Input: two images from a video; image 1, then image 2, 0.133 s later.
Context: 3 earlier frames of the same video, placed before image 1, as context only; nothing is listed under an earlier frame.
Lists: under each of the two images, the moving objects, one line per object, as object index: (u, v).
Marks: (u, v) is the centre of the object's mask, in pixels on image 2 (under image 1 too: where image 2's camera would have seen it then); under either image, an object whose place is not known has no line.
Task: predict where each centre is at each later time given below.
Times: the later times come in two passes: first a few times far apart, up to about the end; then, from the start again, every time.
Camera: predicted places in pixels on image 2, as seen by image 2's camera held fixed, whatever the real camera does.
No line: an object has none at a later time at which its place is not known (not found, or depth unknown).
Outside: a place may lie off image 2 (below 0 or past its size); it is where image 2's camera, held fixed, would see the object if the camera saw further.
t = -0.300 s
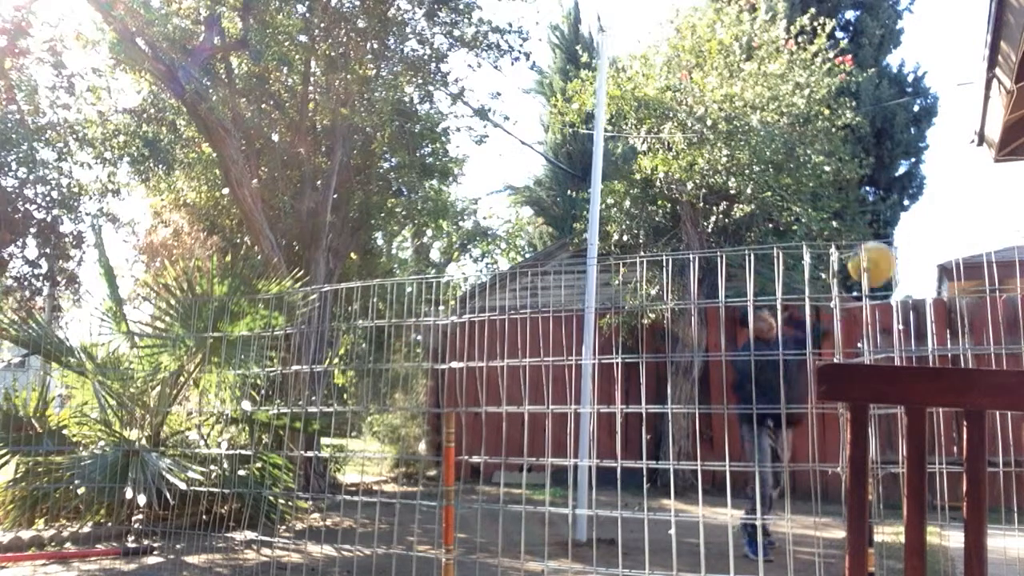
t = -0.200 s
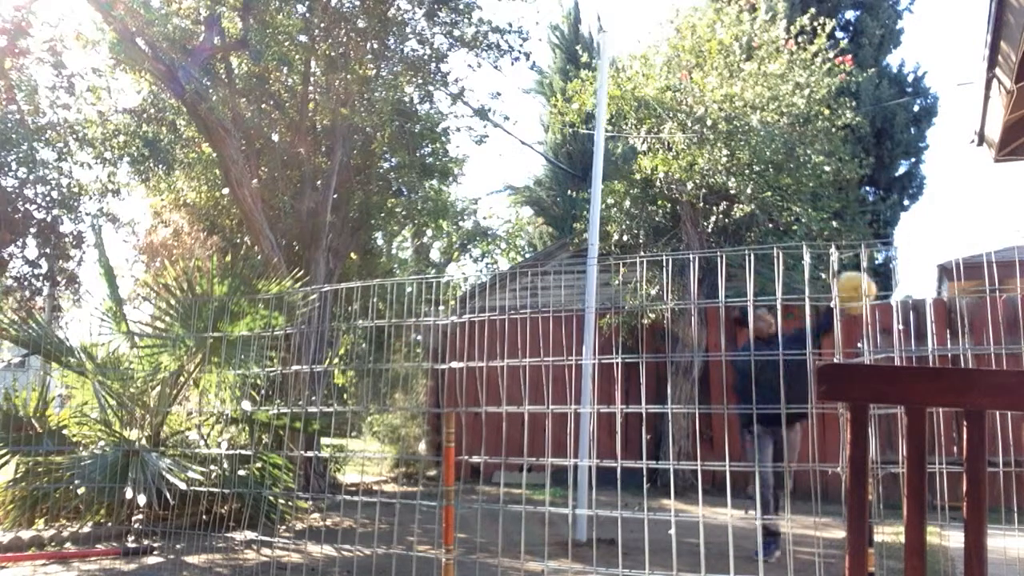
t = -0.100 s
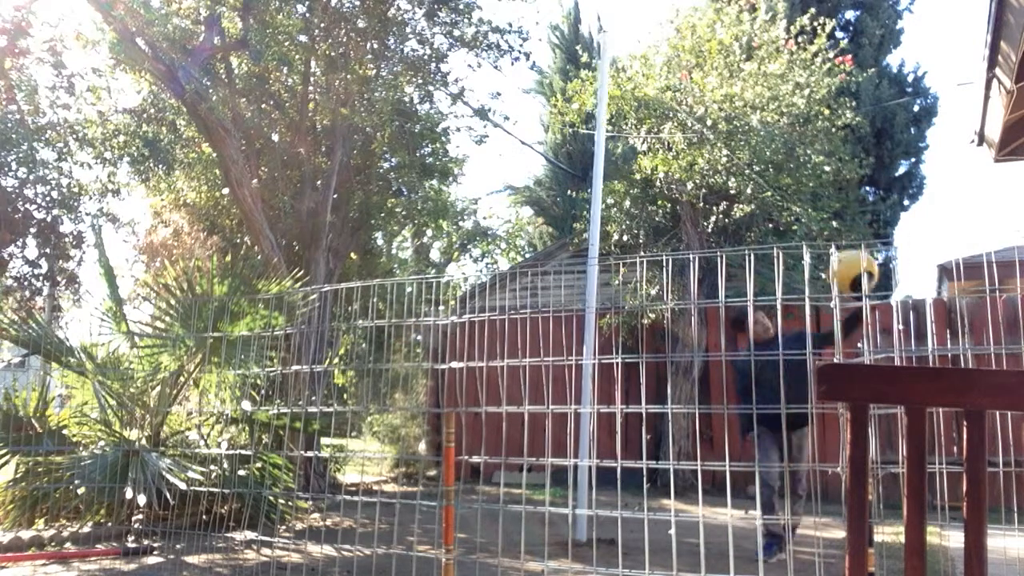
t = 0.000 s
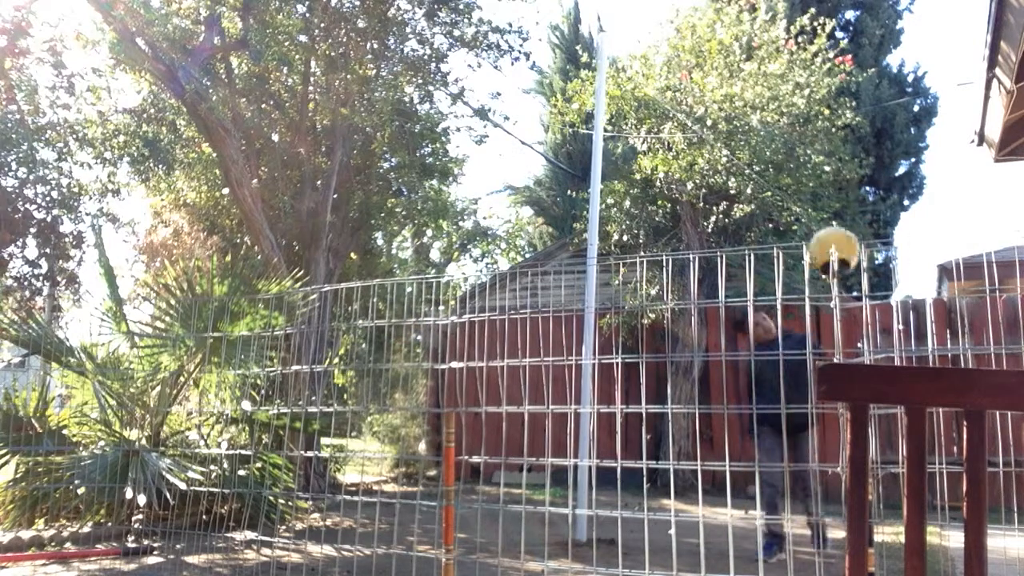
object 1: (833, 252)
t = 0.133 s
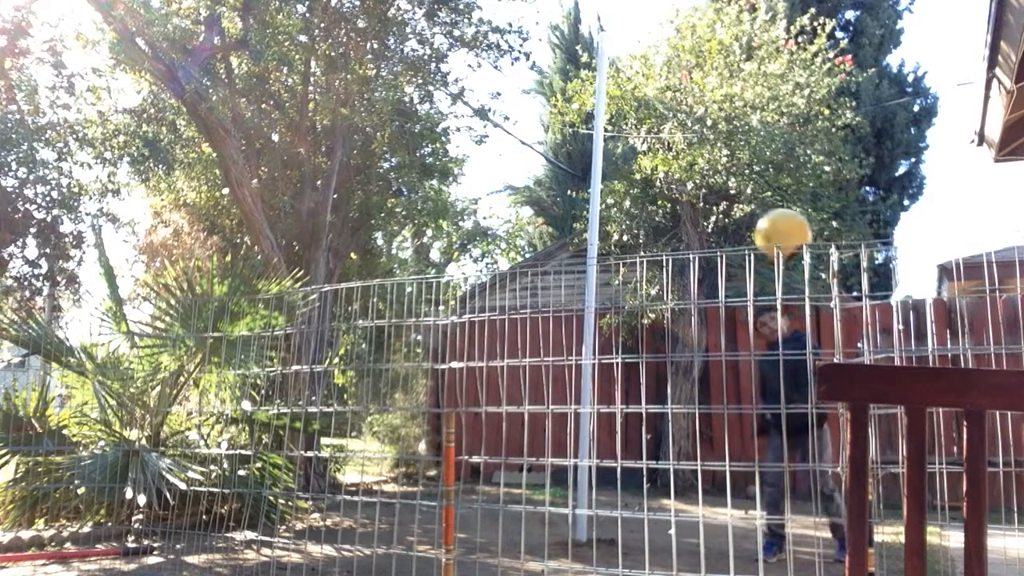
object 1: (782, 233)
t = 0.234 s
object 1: (718, 226)
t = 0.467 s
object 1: (539, 245)
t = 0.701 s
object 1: (412, 290)
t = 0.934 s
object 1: (381, 325)
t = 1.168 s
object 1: (429, 334)
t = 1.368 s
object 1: (496, 333)
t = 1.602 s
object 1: (590, 327)
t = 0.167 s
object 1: (763, 230)
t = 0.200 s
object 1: (742, 227)
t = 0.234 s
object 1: (718, 226)
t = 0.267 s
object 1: (694, 226)
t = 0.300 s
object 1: (669, 226)
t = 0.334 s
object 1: (642, 228)
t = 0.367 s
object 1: (615, 231)
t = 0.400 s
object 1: (587, 235)
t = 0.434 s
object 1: (563, 240)
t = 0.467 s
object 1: (539, 245)
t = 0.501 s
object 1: (515, 250)
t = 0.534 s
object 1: (492, 258)
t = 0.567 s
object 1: (474, 267)
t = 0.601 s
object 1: (455, 271)
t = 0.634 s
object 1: (438, 280)
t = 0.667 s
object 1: (425, 281)
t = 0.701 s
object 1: (412, 290)
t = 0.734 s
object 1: (402, 296)
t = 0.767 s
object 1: (396, 297)
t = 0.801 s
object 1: (391, 301)
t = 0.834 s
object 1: (385, 310)
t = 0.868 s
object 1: (382, 315)
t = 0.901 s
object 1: (381, 320)
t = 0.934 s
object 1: (381, 325)
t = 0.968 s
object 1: (384, 328)
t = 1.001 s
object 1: (389, 330)
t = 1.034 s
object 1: (396, 332)
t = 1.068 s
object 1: (404, 334)
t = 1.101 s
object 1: (412, 334)
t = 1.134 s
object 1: (420, 335)
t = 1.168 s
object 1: (429, 334)
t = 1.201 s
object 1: (438, 334)
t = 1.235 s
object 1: (450, 334)
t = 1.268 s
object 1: (461, 333)
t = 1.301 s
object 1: (472, 333)
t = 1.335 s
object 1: (482, 333)
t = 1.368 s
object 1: (496, 333)
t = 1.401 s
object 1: (507, 333)
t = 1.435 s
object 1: (522, 333)
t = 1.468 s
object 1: (534, 333)
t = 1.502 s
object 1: (548, 332)
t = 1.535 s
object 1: (561, 329)
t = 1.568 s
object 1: (571, 328)
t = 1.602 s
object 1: (590, 327)
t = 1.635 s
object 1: (602, 330)
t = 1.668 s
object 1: (612, 329)
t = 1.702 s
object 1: (625, 329)
